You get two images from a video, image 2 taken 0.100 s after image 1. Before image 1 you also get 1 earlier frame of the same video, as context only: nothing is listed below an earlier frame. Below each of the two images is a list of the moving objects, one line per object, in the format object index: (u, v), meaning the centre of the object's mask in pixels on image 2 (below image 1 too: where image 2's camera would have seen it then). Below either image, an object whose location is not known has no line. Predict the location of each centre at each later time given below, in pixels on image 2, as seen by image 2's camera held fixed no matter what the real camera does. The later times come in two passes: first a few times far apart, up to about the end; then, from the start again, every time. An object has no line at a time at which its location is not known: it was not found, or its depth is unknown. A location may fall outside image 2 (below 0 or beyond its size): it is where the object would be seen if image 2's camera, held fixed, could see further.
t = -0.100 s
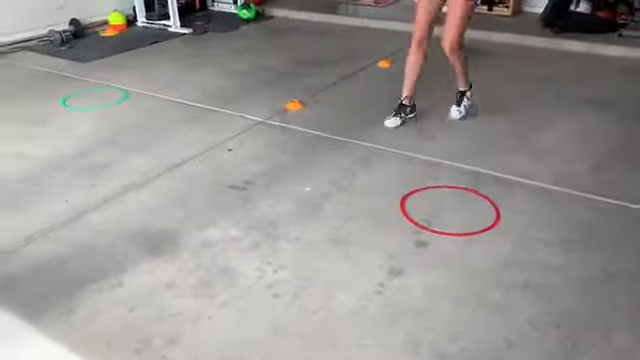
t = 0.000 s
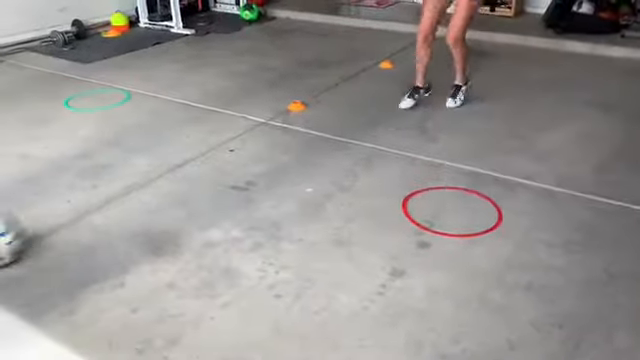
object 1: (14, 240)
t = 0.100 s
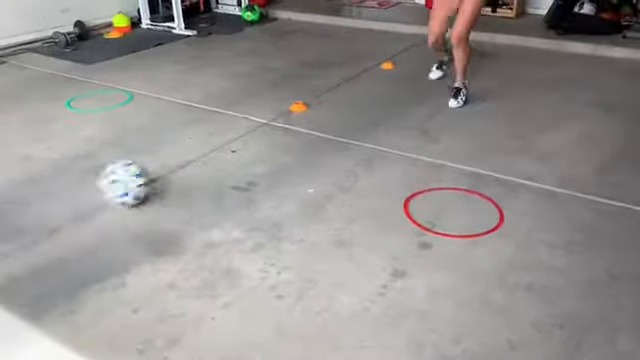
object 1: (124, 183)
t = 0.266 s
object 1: (259, 128)
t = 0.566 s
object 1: (379, 75)
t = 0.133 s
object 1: (157, 170)
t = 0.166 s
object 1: (188, 159)
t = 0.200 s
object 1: (215, 147)
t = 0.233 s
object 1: (237, 138)
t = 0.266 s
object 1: (259, 128)
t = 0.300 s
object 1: (277, 120)
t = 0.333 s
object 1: (294, 112)
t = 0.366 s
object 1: (309, 106)
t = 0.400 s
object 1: (323, 99)
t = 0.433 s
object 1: (336, 93)
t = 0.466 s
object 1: (349, 89)
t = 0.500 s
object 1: (359, 84)
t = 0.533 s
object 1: (370, 79)
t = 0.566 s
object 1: (379, 75)
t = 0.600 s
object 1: (388, 71)
